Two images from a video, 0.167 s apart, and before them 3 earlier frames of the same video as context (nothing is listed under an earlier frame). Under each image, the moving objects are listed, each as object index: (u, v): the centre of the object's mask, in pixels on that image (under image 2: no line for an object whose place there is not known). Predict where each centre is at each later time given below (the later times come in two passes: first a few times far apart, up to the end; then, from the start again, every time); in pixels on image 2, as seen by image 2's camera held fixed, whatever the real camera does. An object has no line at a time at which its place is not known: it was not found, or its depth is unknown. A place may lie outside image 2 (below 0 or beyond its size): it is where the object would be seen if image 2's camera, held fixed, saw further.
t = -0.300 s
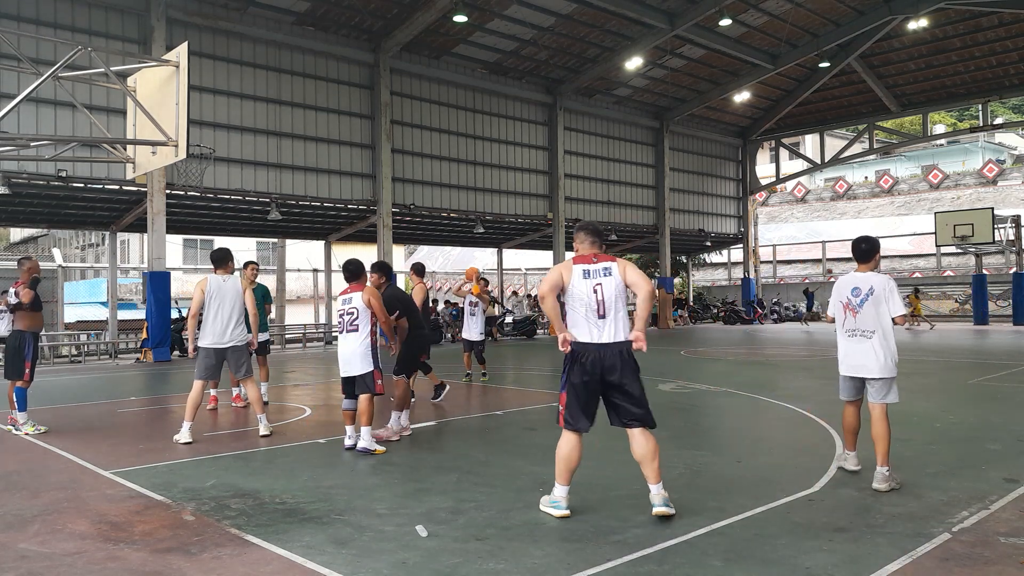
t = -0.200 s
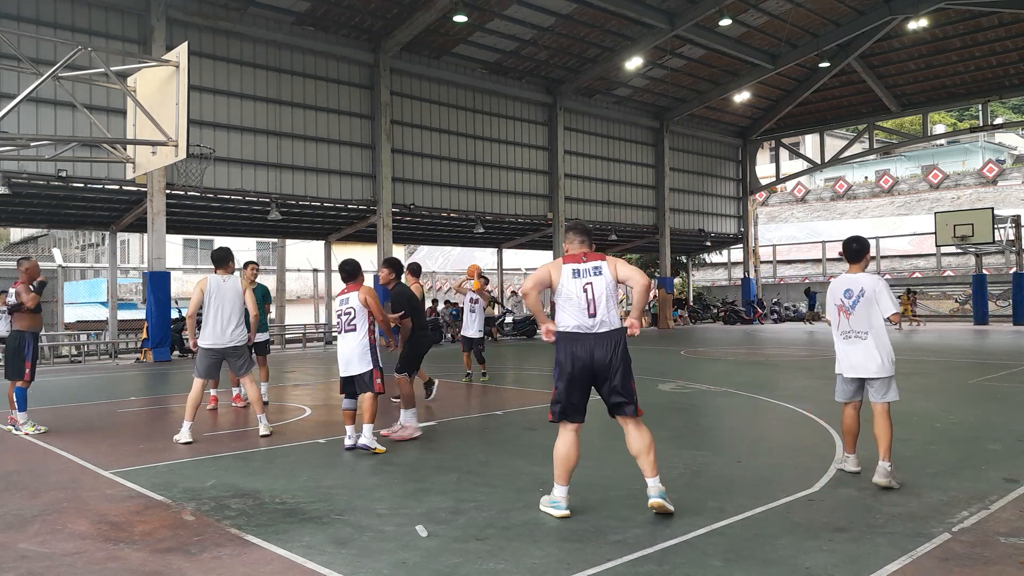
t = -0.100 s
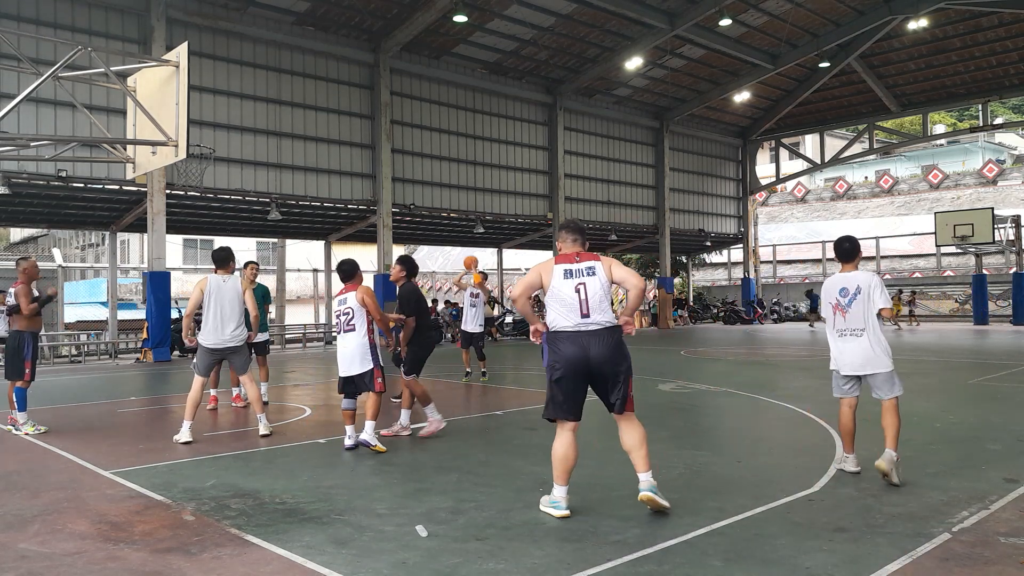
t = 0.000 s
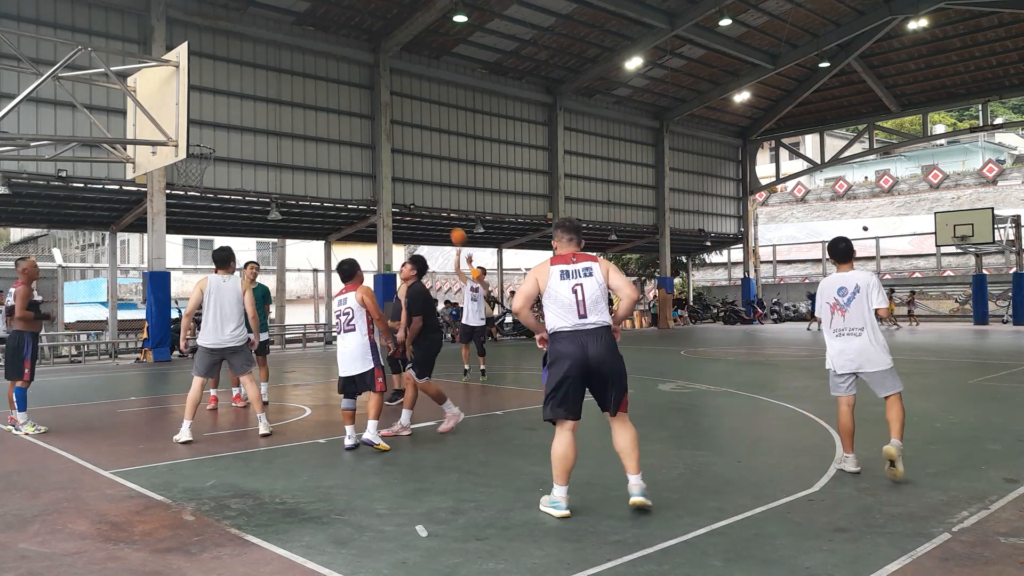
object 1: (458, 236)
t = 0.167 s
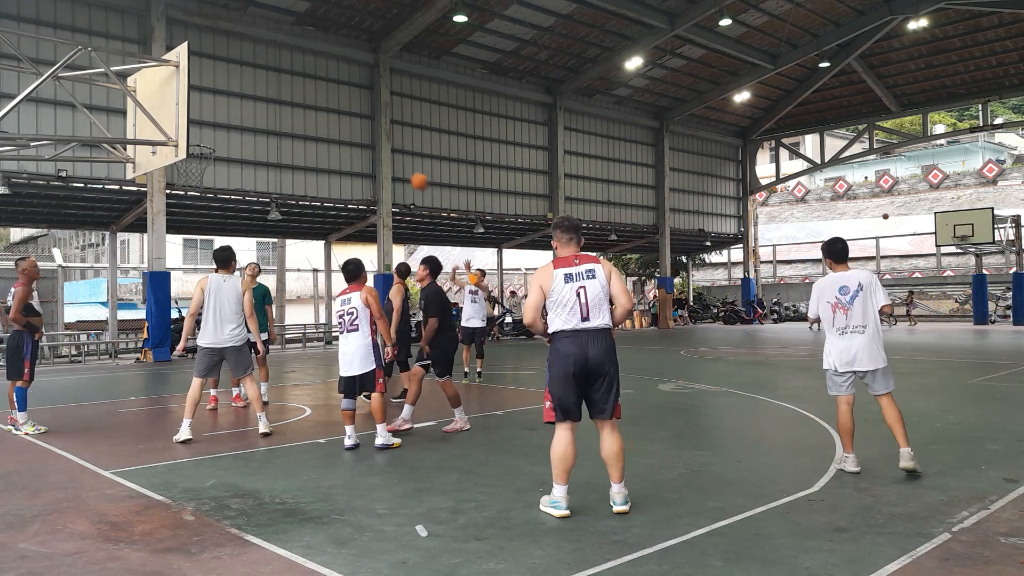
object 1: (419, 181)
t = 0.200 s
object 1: (410, 171)
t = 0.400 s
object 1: (358, 128)
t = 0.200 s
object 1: (410, 171)
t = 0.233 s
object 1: (402, 162)
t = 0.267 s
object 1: (393, 154)
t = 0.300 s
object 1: (385, 147)
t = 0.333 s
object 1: (376, 140)
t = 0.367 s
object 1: (367, 134)
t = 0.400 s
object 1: (358, 128)
